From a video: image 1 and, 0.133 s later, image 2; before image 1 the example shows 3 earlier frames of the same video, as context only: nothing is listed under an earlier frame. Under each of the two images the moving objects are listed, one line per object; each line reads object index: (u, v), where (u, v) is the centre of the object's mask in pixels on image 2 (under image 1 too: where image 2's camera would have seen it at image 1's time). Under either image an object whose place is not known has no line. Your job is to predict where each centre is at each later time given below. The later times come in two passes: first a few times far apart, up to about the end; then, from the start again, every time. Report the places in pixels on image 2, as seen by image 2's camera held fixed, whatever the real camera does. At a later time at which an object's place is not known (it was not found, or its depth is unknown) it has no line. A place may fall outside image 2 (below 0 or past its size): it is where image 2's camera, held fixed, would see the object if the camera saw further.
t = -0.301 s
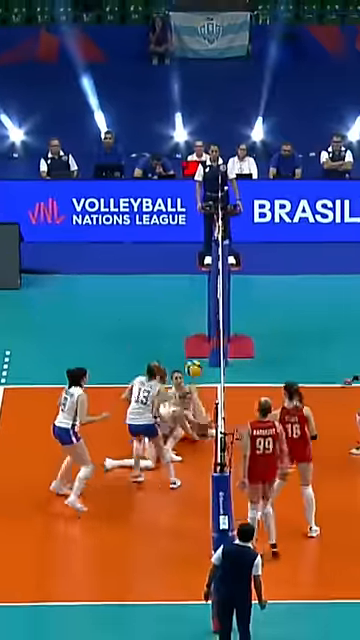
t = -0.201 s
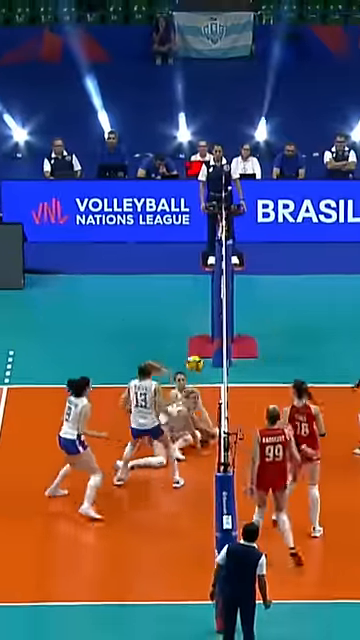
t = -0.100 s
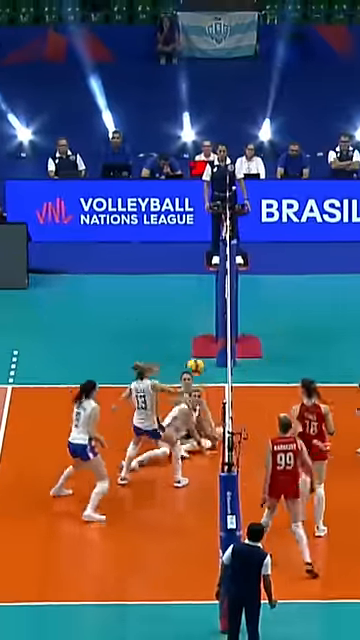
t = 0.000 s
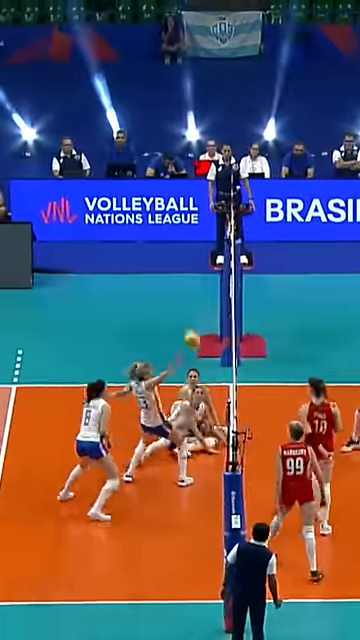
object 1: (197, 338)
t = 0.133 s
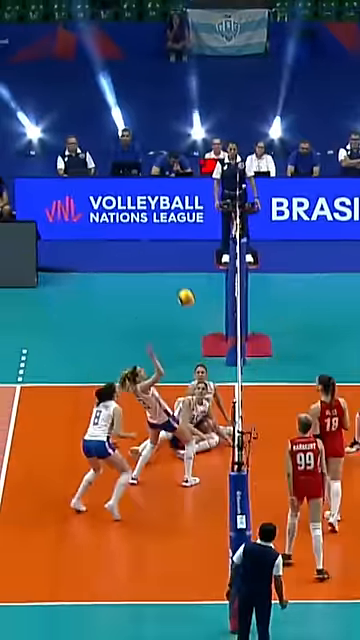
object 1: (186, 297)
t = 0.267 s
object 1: (174, 270)
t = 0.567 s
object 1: (149, 257)
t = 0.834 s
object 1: (129, 301)
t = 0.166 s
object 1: (183, 290)
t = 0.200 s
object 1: (181, 282)
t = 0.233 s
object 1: (178, 276)
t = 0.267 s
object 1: (174, 270)
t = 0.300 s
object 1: (171, 266)
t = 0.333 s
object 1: (169, 262)
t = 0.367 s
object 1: (166, 258)
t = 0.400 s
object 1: (163, 256)
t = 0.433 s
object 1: (160, 255)
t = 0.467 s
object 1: (158, 254)
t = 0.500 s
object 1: (154, 254)
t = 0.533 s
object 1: (152, 256)
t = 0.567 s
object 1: (149, 257)
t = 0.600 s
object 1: (147, 260)
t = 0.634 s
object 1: (144, 263)
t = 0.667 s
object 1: (141, 268)
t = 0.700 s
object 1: (139, 272)
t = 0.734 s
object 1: (137, 278)
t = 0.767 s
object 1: (133, 287)
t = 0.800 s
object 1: (132, 293)
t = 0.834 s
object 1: (129, 301)
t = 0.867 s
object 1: (126, 310)
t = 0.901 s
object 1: (124, 320)
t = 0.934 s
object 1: (122, 330)
